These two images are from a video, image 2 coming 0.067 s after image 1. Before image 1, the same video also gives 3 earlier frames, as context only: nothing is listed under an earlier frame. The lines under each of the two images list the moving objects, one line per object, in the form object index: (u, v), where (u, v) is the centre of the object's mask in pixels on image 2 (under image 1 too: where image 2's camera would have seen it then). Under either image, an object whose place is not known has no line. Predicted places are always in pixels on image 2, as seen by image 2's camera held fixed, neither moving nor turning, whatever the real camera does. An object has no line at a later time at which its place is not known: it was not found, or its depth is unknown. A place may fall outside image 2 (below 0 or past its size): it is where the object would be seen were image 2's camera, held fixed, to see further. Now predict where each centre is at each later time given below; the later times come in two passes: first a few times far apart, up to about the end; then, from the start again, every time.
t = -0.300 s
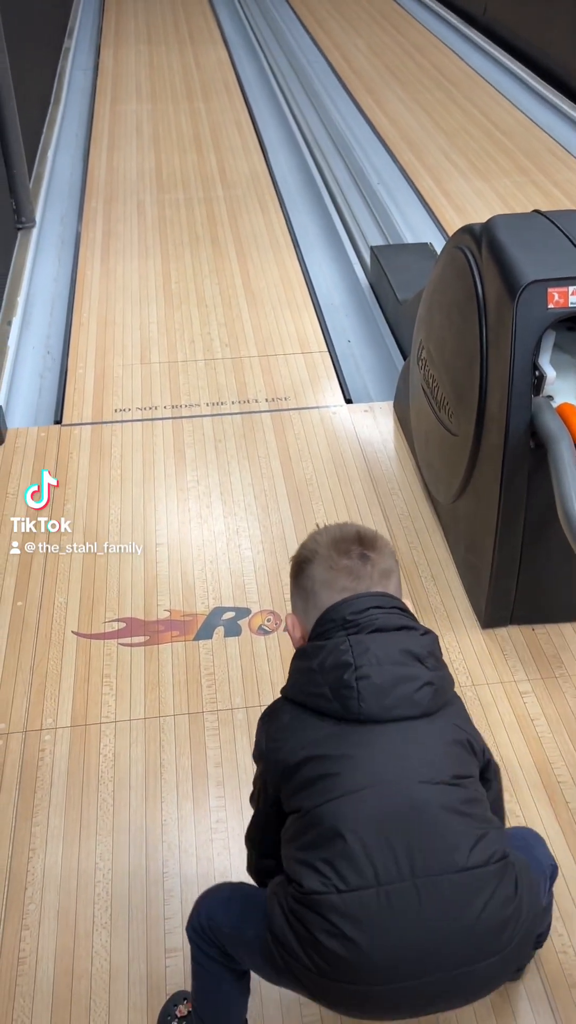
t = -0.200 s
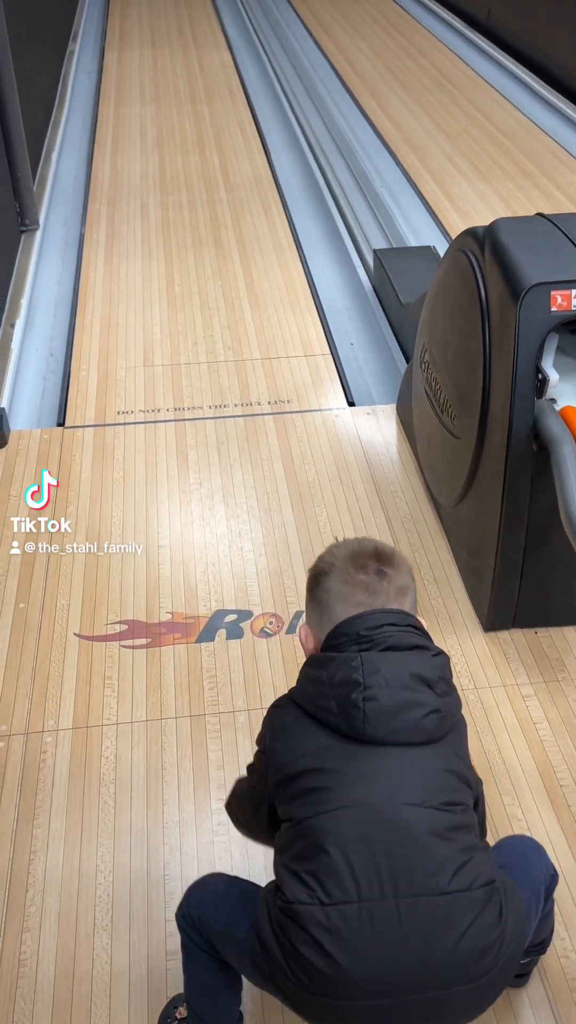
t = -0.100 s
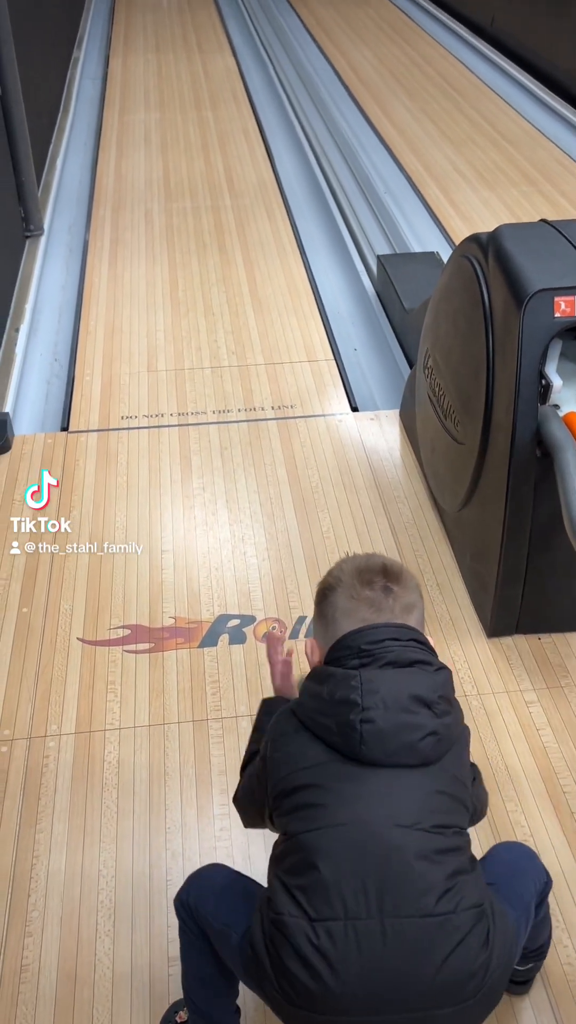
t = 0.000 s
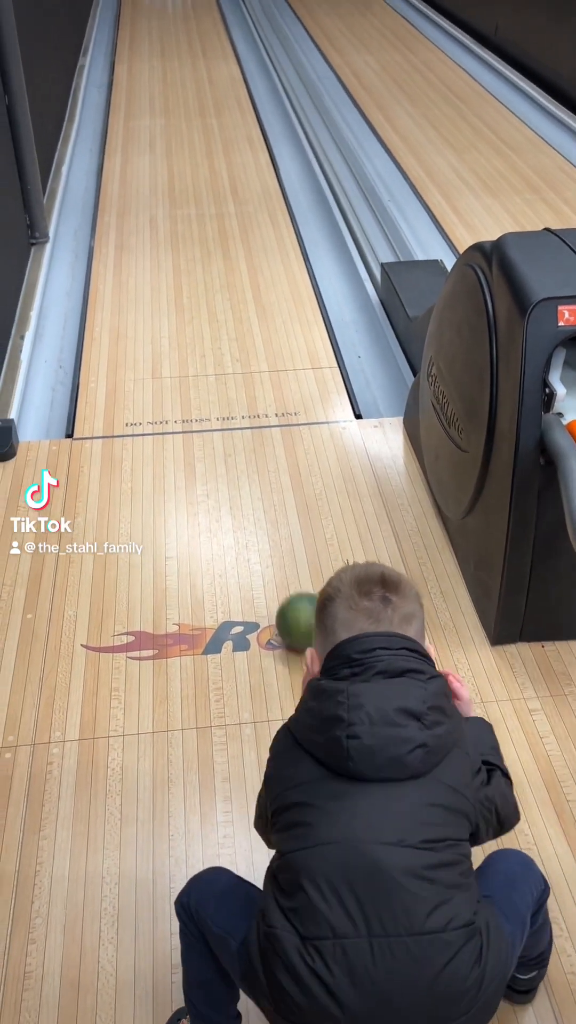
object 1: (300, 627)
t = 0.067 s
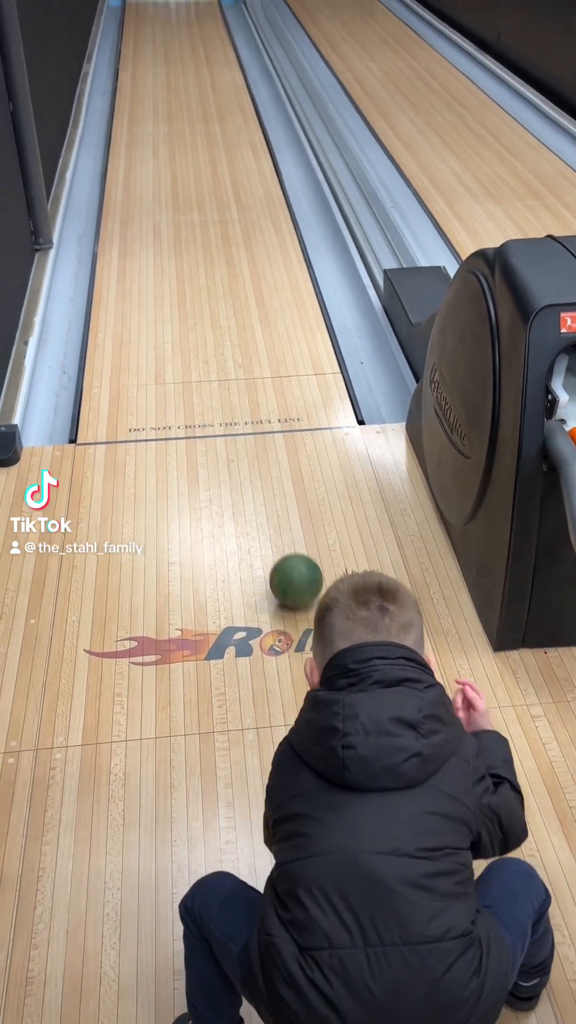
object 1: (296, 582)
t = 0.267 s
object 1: (270, 472)
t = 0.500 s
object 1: (247, 379)
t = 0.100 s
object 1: (291, 561)
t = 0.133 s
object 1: (286, 541)
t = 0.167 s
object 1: (282, 523)
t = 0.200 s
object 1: (278, 505)
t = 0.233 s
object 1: (274, 489)
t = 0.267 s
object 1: (270, 472)
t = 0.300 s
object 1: (266, 457)
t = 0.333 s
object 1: (262, 443)
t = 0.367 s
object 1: (259, 428)
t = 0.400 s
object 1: (256, 415)
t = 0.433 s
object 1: (253, 402)
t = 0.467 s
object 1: (250, 391)
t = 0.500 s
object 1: (247, 379)
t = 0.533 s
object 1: (244, 367)
